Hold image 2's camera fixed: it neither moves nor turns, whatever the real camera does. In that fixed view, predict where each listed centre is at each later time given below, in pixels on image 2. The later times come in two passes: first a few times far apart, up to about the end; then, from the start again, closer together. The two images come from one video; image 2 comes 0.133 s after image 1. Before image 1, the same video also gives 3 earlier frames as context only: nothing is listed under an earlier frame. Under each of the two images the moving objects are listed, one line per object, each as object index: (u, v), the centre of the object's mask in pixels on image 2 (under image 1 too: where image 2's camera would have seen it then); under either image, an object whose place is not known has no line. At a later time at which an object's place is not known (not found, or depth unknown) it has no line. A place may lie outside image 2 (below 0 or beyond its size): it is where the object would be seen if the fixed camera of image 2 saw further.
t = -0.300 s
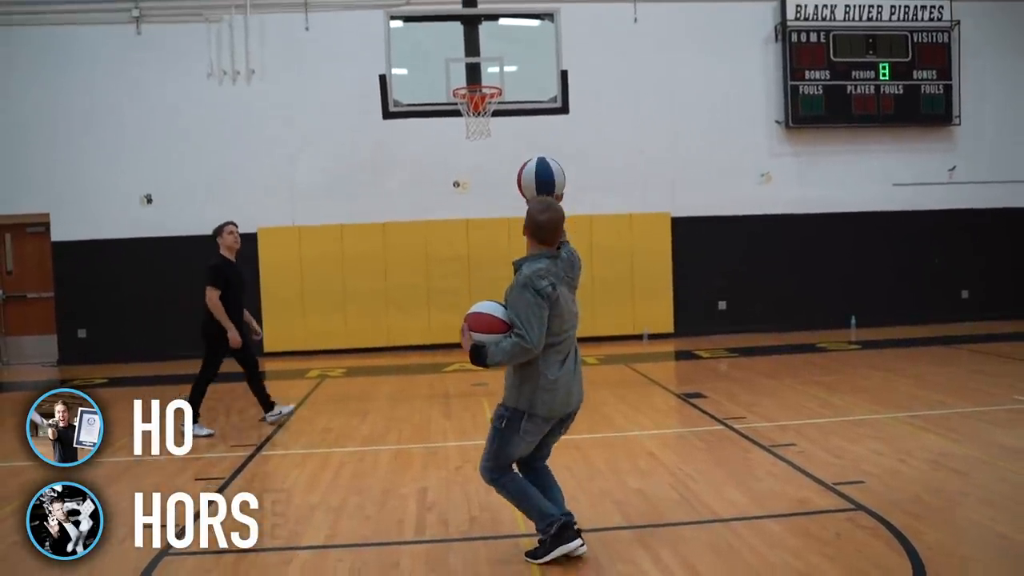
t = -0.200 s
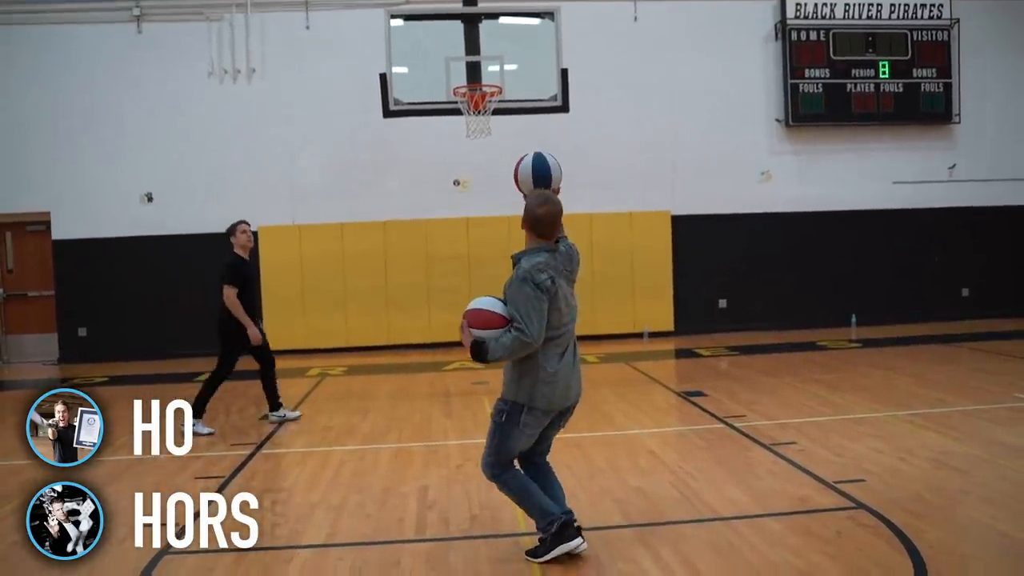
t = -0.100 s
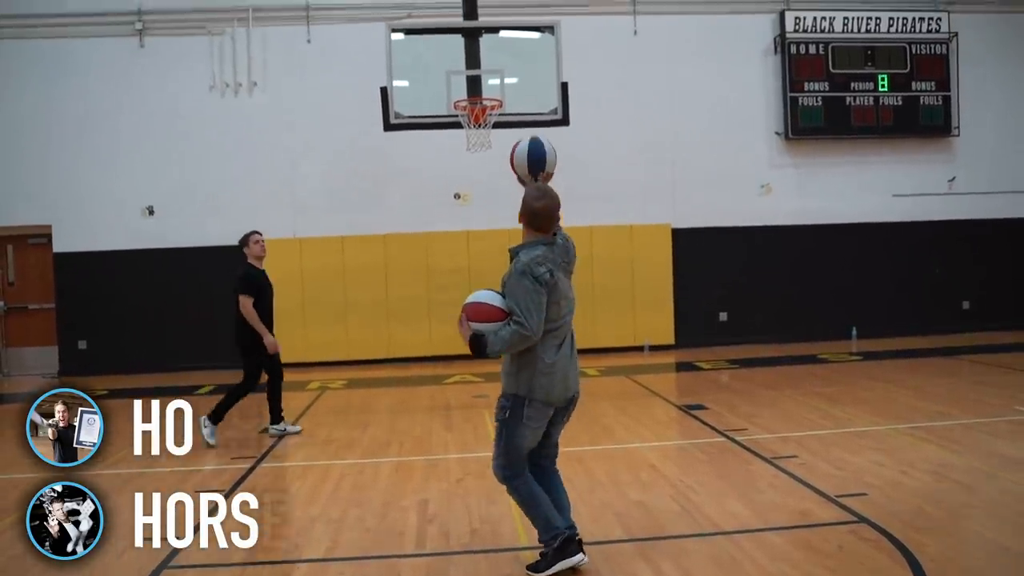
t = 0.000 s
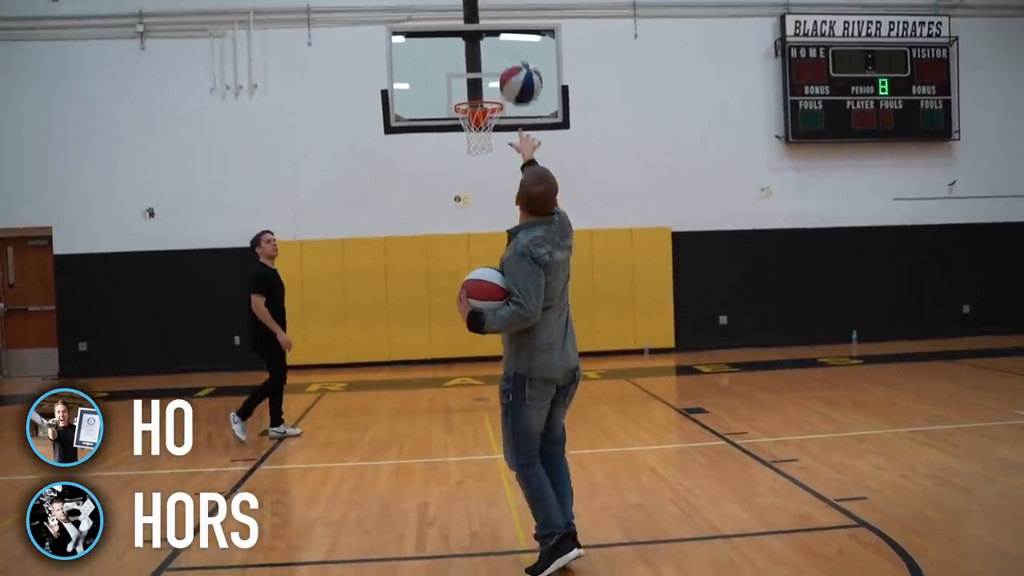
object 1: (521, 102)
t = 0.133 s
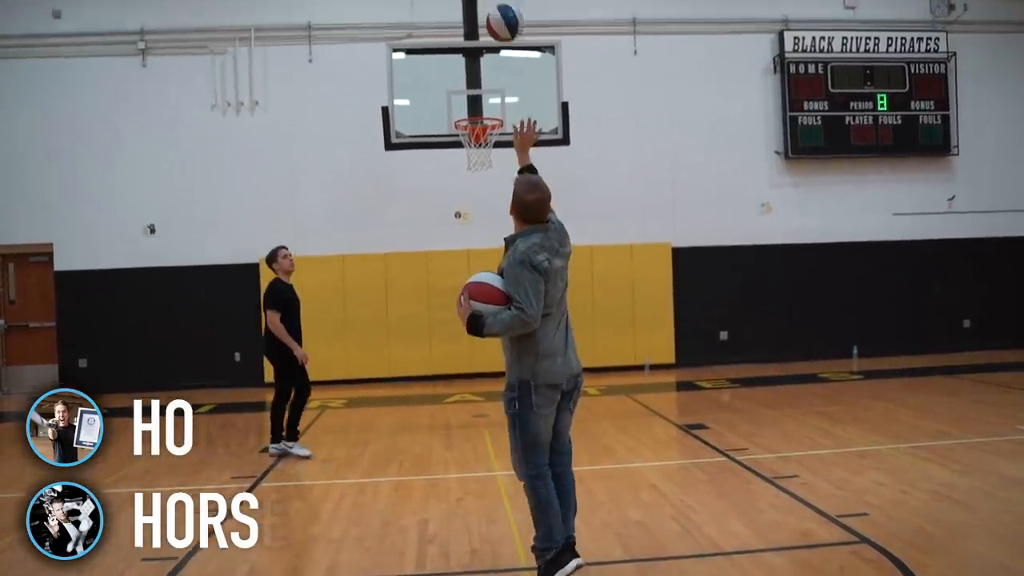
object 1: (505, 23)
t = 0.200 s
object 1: (498, 3)
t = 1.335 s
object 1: (499, 145)
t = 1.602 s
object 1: (484, 155)
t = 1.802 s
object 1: (466, 203)
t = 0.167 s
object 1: (501, 11)
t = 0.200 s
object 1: (498, 3)
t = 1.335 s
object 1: (499, 145)
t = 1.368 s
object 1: (500, 145)
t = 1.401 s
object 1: (497, 144)
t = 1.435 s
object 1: (497, 144)
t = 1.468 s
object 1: (496, 145)
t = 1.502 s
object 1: (494, 146)
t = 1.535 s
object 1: (490, 149)
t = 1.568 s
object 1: (487, 151)
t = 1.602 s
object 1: (484, 155)
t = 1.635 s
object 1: (481, 161)
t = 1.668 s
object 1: (478, 168)
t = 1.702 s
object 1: (475, 174)
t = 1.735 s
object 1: (471, 182)
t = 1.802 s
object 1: (466, 203)
